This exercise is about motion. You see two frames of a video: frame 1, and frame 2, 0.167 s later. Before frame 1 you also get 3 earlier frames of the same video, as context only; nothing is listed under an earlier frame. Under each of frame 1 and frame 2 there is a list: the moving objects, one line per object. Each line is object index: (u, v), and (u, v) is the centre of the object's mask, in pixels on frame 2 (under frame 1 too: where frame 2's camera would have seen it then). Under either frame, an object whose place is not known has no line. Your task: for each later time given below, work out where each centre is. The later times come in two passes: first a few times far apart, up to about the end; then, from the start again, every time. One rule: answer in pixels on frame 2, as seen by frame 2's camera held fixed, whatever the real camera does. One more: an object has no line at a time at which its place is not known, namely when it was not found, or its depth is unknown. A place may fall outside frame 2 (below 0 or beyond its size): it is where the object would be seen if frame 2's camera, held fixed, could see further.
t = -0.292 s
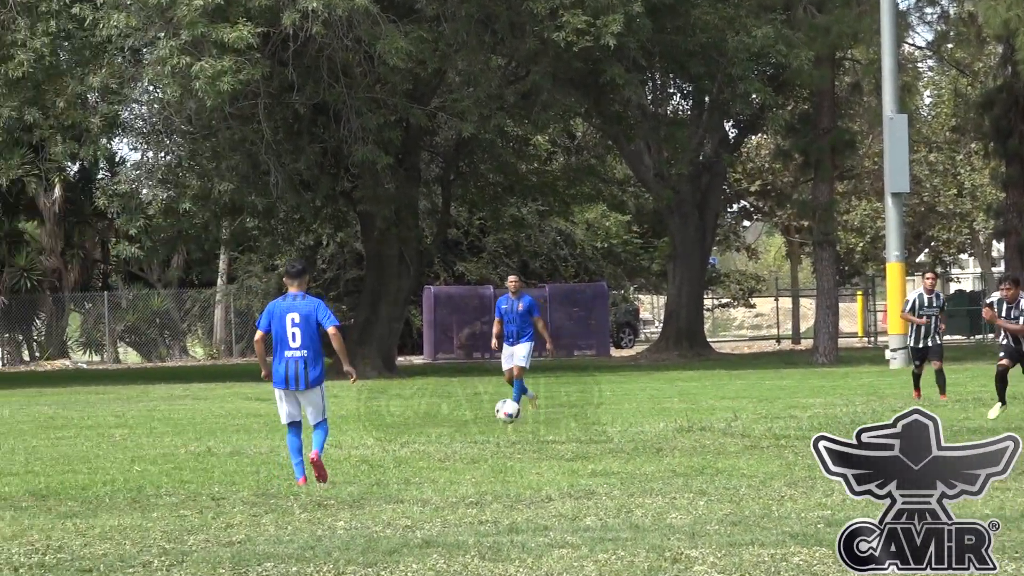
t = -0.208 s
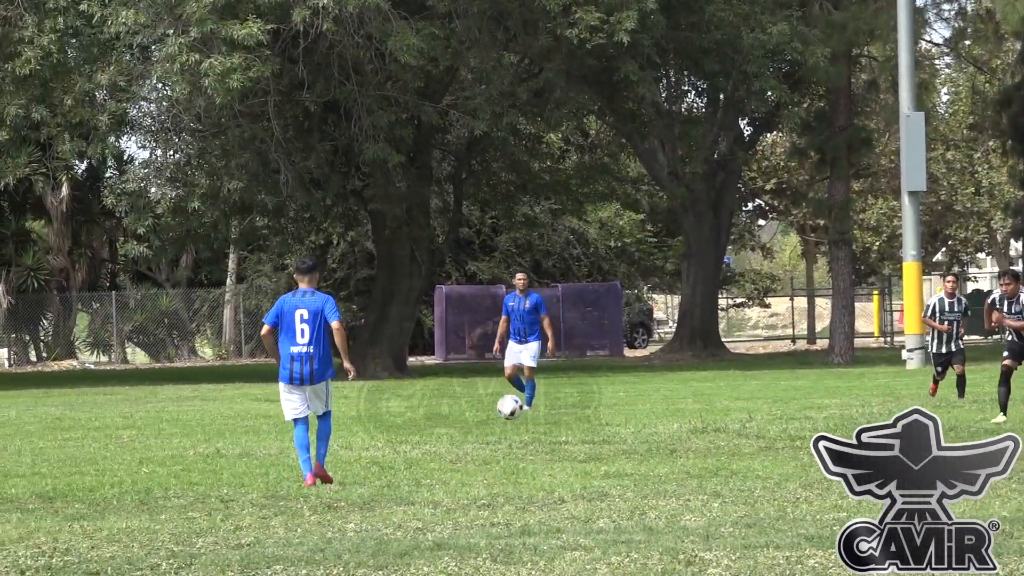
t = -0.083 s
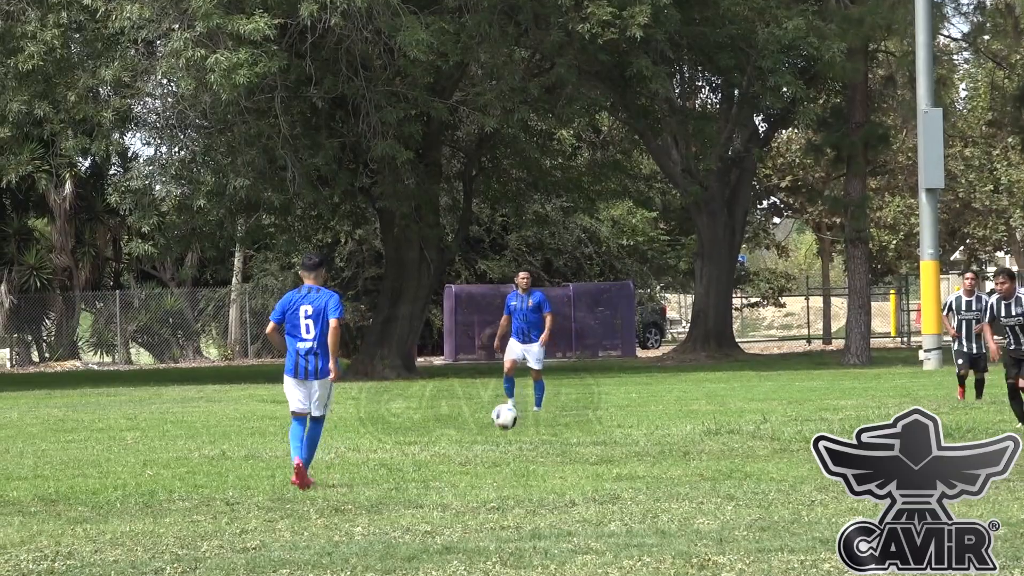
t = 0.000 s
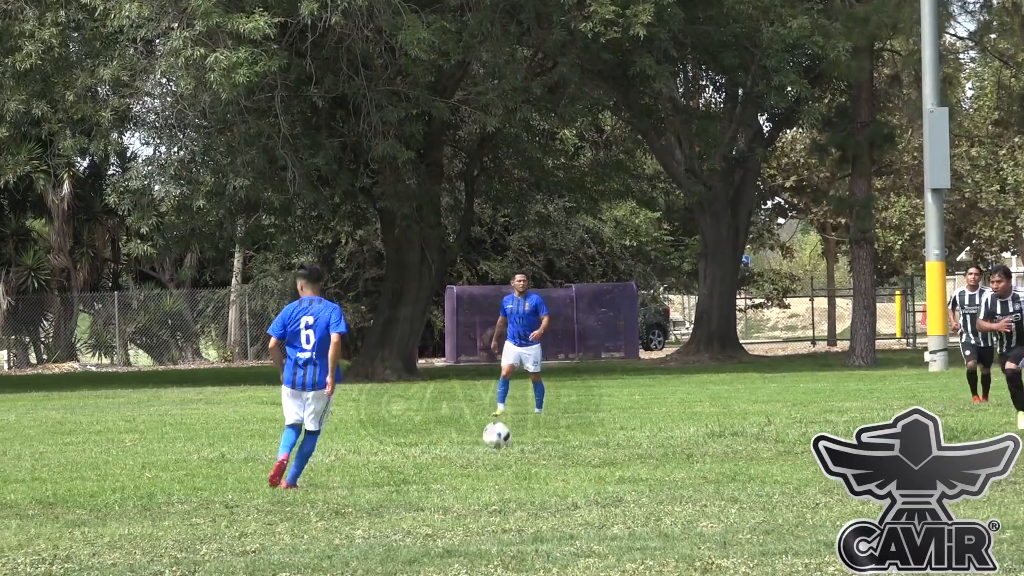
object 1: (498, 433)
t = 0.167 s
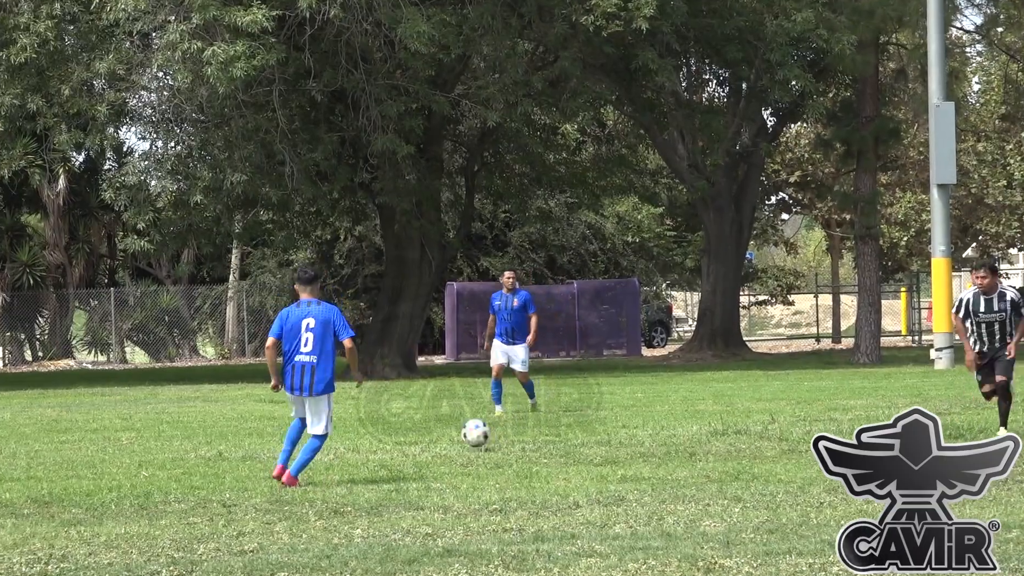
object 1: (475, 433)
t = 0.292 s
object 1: (460, 437)
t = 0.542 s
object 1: (427, 452)
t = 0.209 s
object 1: (470, 432)
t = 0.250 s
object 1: (465, 433)
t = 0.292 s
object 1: (460, 437)
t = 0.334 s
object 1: (455, 443)
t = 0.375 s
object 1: (449, 449)
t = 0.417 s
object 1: (443, 452)
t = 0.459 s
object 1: (438, 452)
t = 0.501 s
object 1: (432, 451)
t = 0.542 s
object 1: (427, 452)
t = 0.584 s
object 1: (421, 453)
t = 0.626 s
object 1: (415, 456)
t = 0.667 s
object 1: (411, 458)
